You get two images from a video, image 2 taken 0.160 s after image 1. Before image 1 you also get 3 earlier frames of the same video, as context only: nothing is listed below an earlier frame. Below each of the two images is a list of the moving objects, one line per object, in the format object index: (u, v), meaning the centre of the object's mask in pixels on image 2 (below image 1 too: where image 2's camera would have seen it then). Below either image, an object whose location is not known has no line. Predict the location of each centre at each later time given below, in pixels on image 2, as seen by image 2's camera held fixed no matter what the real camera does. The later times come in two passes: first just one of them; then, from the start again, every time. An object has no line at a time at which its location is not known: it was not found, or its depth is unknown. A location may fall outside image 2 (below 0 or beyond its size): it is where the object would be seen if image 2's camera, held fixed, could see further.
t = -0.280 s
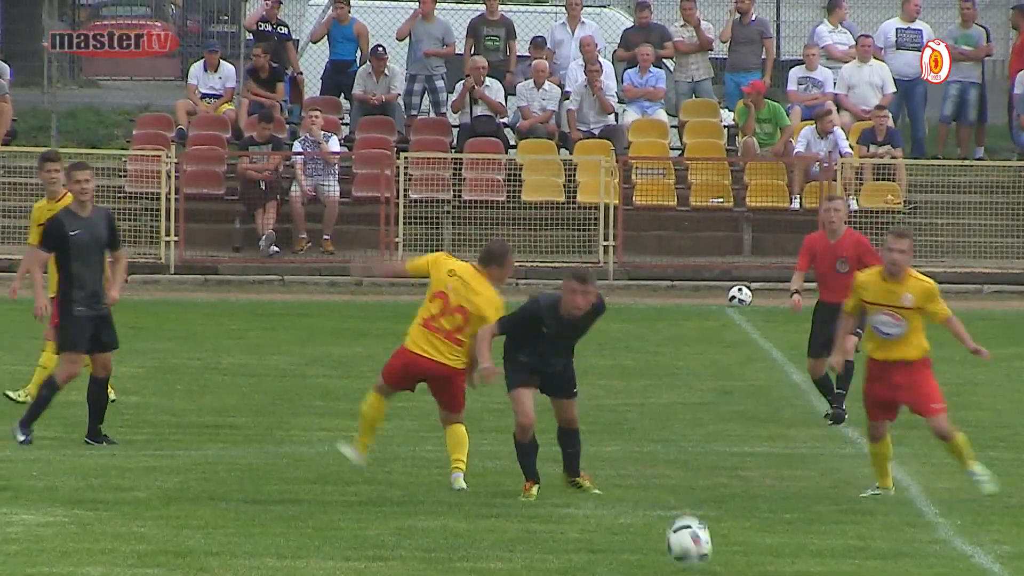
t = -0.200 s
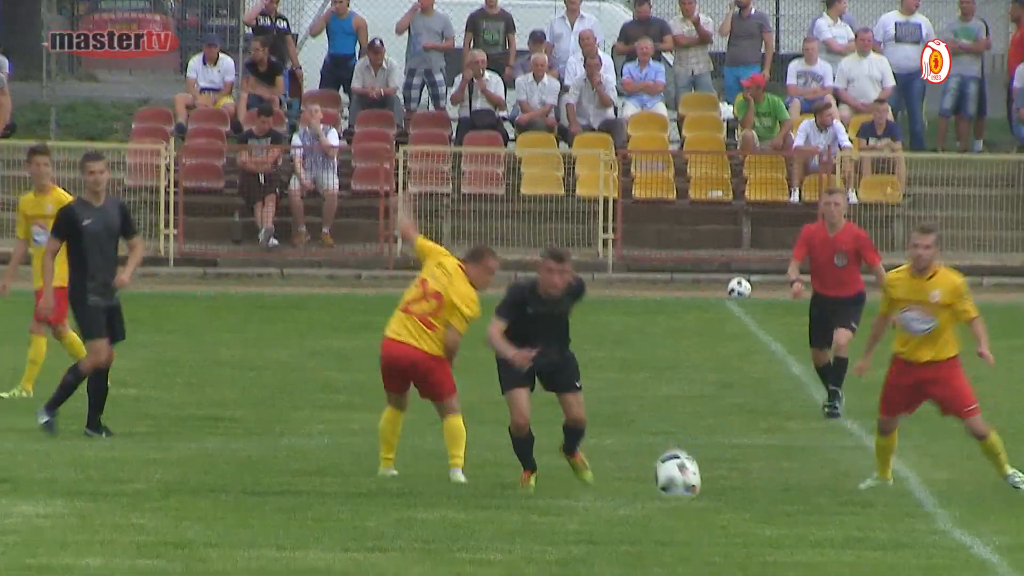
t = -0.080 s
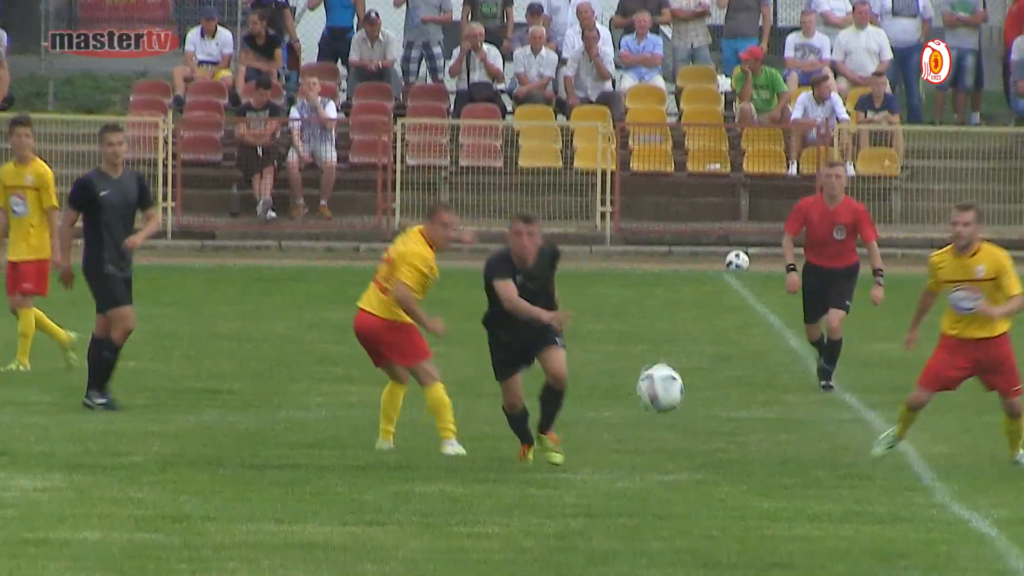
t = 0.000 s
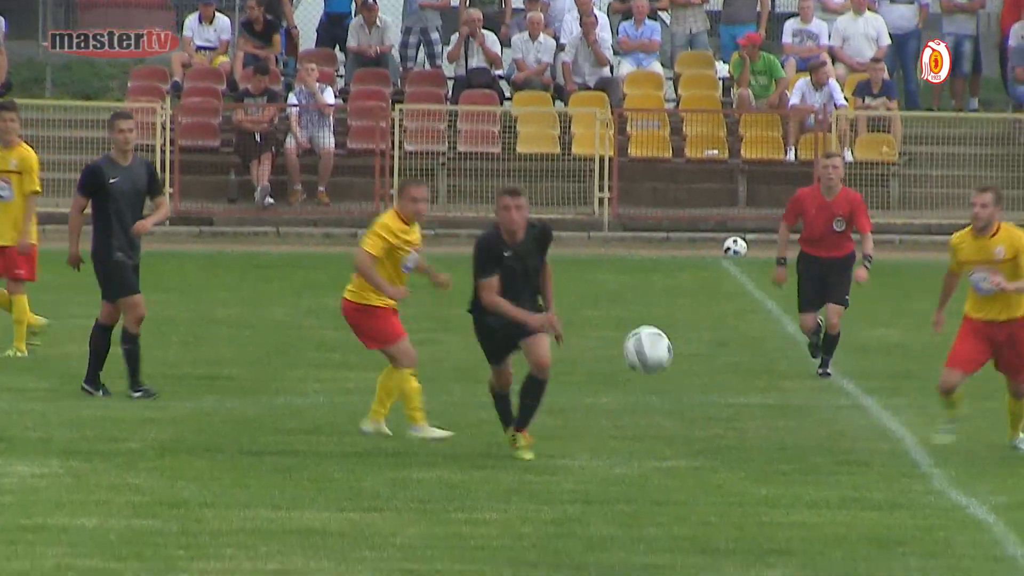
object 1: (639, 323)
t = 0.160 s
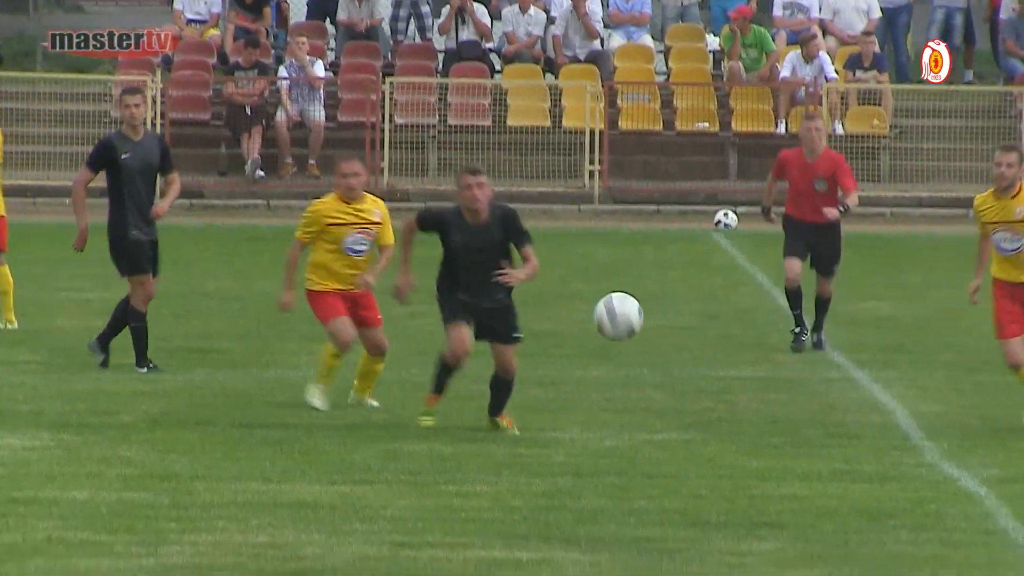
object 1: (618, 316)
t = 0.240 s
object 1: (609, 335)
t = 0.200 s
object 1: (613, 323)
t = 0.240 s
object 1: (609, 335)
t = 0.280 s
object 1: (603, 349)
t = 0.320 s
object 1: (599, 367)
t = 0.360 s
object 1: (594, 391)
